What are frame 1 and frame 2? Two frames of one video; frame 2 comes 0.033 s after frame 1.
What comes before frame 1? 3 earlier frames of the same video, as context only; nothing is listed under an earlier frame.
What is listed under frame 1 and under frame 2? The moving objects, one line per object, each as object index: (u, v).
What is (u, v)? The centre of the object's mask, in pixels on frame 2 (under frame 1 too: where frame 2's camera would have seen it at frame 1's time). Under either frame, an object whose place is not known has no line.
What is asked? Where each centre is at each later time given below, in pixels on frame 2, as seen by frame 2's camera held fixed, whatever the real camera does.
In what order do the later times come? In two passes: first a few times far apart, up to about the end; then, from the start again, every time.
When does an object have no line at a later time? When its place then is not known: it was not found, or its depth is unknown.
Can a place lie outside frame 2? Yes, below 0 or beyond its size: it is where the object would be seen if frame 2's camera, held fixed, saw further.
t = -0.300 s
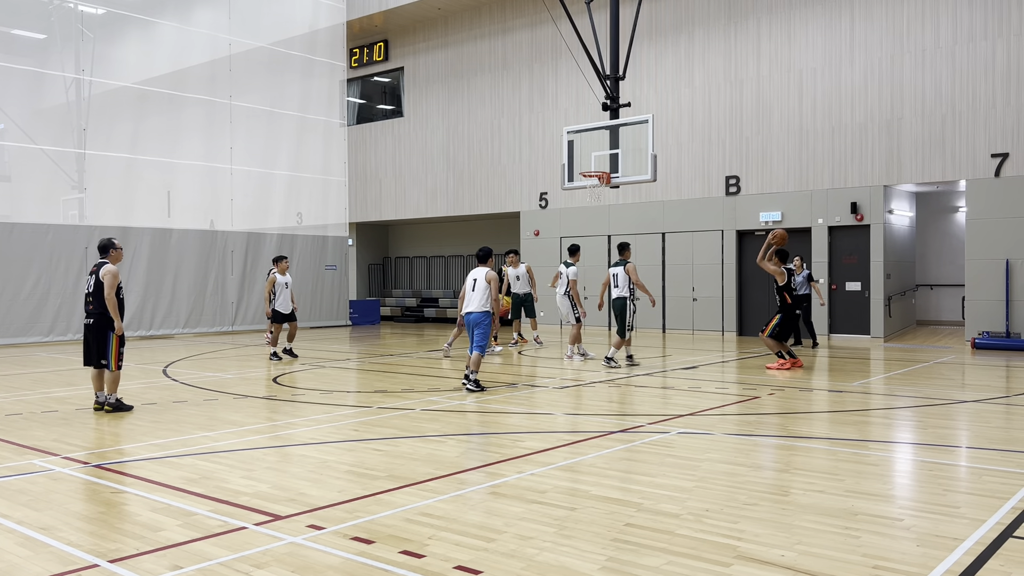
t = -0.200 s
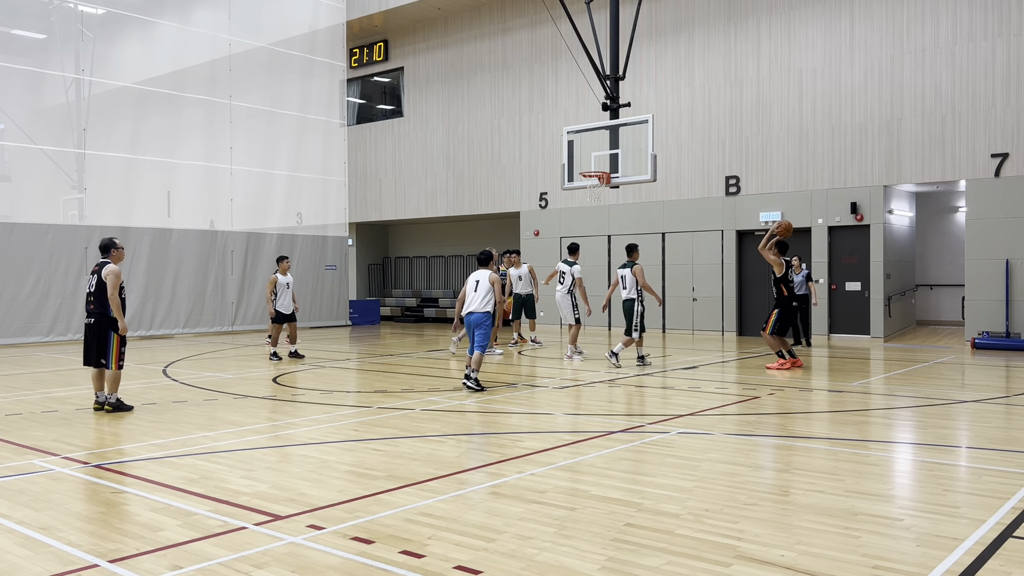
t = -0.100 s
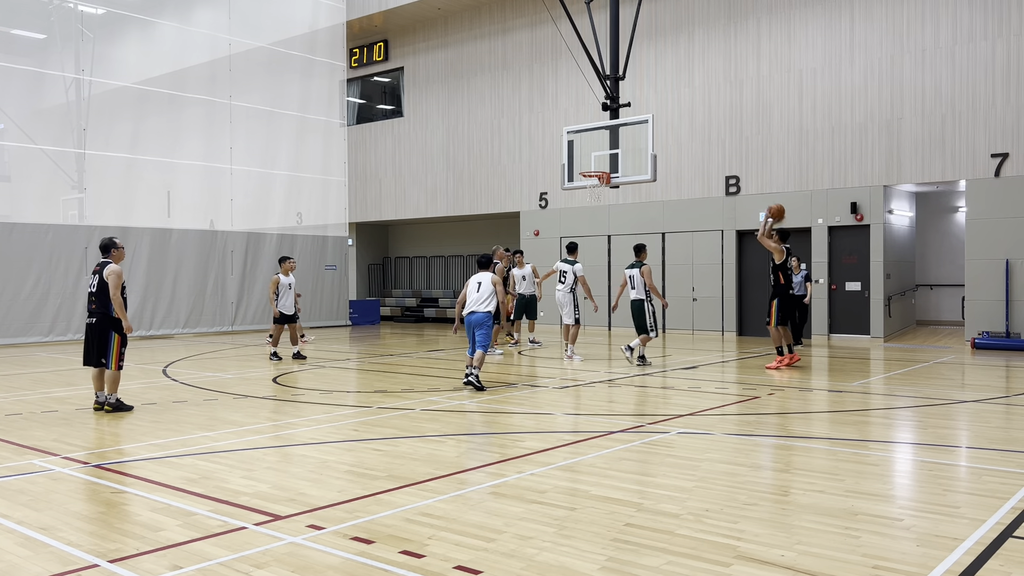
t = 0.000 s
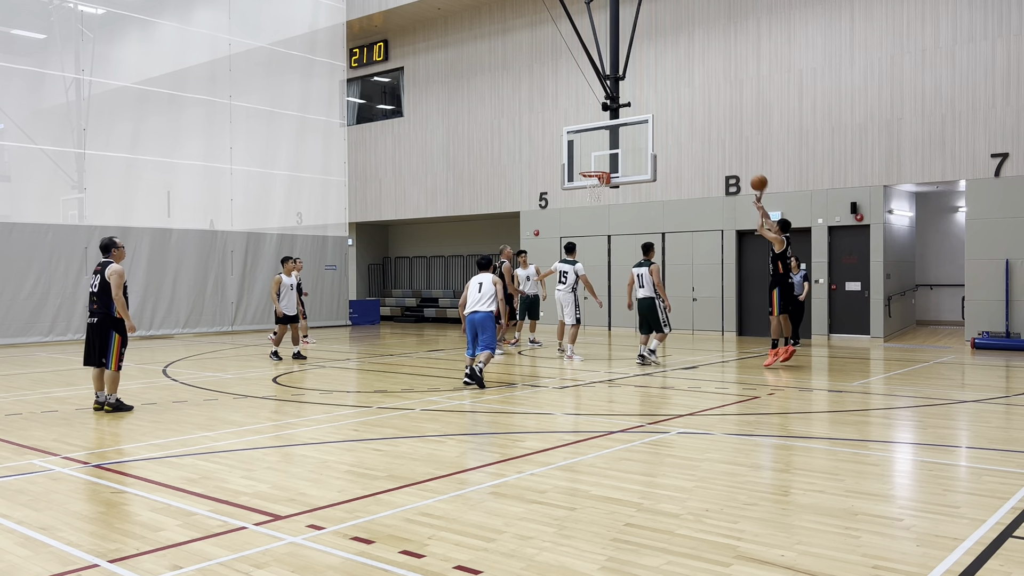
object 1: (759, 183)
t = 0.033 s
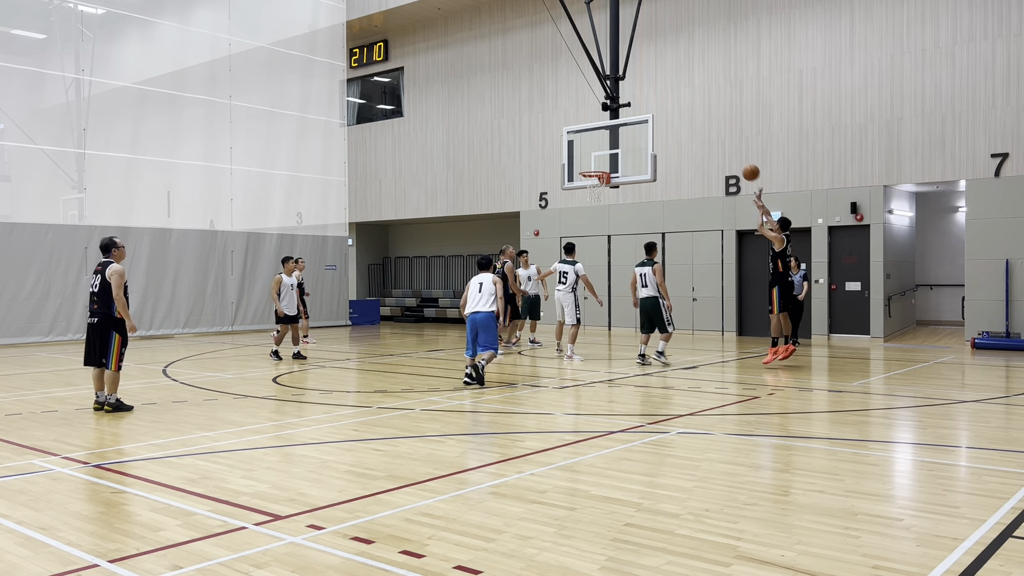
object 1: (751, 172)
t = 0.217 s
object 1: (709, 132)
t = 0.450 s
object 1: (660, 115)
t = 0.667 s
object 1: (620, 129)
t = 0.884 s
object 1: (583, 168)
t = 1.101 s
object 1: (595, 138)
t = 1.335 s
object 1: (608, 134)
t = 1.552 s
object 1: (620, 159)
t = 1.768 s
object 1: (626, 195)
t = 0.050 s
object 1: (747, 168)
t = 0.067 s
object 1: (743, 163)
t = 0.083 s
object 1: (739, 159)
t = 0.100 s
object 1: (735, 155)
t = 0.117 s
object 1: (731, 151)
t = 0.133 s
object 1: (728, 147)
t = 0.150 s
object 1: (724, 144)
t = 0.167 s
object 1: (720, 141)
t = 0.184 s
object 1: (716, 138)
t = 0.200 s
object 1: (713, 135)
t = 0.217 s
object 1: (709, 132)
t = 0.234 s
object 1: (705, 130)
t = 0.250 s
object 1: (702, 128)
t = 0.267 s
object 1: (698, 126)
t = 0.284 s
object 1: (694, 124)
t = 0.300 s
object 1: (691, 122)
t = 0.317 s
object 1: (687, 121)
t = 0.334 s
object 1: (684, 119)
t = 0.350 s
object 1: (681, 118)
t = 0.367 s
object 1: (677, 117)
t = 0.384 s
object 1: (674, 116)
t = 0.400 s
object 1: (670, 116)
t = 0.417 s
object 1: (667, 115)
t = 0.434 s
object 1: (664, 115)
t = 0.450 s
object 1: (660, 115)
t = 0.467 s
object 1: (657, 115)
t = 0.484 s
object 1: (654, 115)
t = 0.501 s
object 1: (651, 116)
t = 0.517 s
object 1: (648, 116)
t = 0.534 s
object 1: (644, 117)
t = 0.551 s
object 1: (641, 118)
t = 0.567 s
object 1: (638, 119)
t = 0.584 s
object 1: (635, 121)
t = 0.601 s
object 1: (632, 122)
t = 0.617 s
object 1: (629, 123)
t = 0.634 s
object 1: (626, 125)
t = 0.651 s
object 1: (623, 127)
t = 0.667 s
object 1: (620, 129)
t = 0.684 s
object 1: (617, 131)
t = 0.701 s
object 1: (614, 134)
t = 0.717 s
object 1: (611, 136)
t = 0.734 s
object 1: (608, 138)
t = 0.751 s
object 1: (605, 142)
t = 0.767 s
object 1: (602, 144)
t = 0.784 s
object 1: (599, 148)
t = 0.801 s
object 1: (597, 151)
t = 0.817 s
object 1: (594, 154)
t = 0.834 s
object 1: (591, 157)
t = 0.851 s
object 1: (588, 161)
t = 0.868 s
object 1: (585, 164)
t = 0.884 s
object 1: (583, 168)
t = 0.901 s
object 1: (584, 166)
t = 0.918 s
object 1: (585, 163)
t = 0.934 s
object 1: (586, 160)
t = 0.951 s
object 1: (586, 157)
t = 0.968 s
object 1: (588, 154)
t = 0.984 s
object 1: (589, 152)
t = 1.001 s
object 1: (589, 149)
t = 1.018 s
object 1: (590, 147)
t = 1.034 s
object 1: (591, 145)
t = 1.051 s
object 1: (592, 143)
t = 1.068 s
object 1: (593, 141)
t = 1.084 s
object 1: (594, 139)
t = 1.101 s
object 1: (595, 138)
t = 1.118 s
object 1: (596, 137)
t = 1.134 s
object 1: (597, 136)
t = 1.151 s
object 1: (598, 135)
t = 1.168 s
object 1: (598, 134)
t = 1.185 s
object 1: (599, 133)
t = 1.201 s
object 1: (600, 133)
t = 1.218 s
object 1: (601, 132)
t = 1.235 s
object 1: (602, 132)
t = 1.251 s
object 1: (603, 132)
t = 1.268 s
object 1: (604, 132)
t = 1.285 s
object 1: (605, 133)
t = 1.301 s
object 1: (606, 133)
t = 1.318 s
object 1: (607, 133)
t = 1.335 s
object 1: (608, 134)
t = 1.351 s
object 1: (608, 135)
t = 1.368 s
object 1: (610, 136)
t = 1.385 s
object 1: (610, 138)
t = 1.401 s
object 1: (611, 139)
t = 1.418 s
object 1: (612, 140)
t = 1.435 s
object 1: (613, 142)
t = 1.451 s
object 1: (614, 144)
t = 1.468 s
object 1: (615, 146)
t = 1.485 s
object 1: (616, 148)
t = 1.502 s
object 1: (617, 151)
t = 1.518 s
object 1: (618, 153)
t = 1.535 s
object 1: (619, 156)
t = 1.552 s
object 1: (620, 159)
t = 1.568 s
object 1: (621, 162)
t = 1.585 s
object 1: (621, 165)
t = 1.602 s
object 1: (623, 168)
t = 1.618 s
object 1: (624, 172)
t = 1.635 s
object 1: (625, 175)
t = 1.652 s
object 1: (625, 179)
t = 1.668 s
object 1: (626, 181)
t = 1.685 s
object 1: (626, 183)
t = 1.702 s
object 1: (626, 185)
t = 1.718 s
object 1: (626, 187)
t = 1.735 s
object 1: (626, 190)
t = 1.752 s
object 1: (626, 192)
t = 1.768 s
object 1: (626, 195)
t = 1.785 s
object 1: (626, 198)
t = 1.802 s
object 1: (626, 200)
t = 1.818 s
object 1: (626, 204)
